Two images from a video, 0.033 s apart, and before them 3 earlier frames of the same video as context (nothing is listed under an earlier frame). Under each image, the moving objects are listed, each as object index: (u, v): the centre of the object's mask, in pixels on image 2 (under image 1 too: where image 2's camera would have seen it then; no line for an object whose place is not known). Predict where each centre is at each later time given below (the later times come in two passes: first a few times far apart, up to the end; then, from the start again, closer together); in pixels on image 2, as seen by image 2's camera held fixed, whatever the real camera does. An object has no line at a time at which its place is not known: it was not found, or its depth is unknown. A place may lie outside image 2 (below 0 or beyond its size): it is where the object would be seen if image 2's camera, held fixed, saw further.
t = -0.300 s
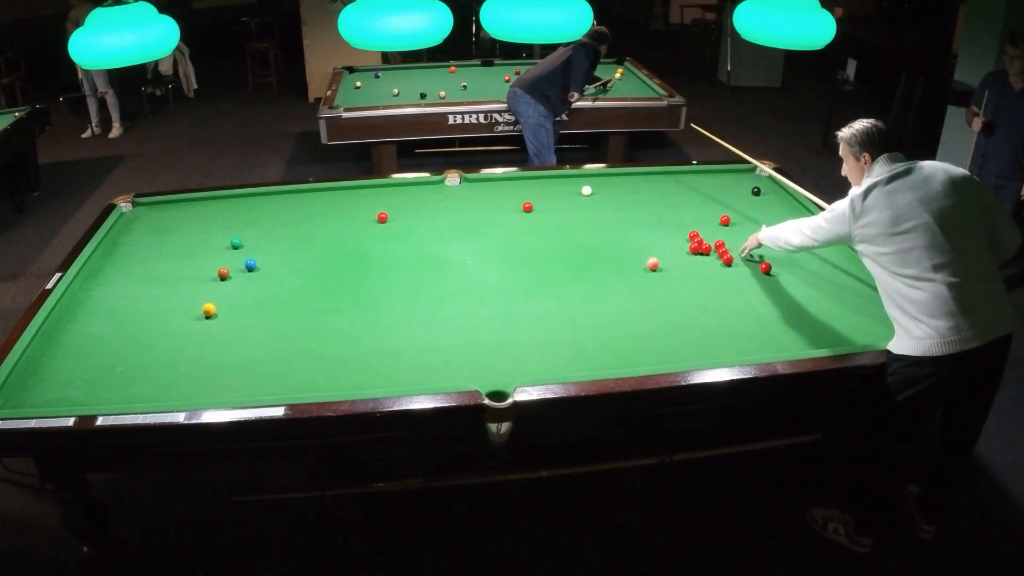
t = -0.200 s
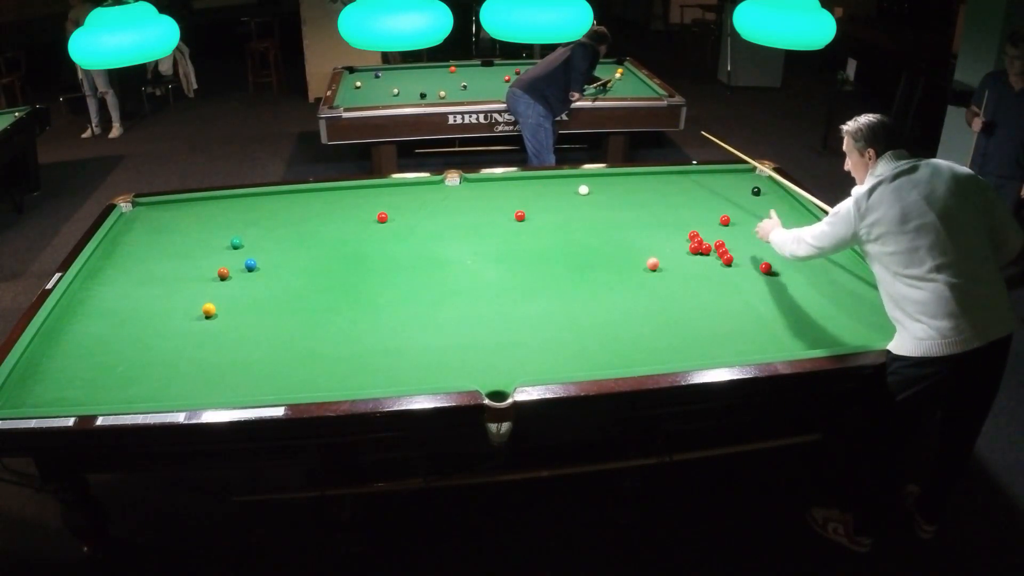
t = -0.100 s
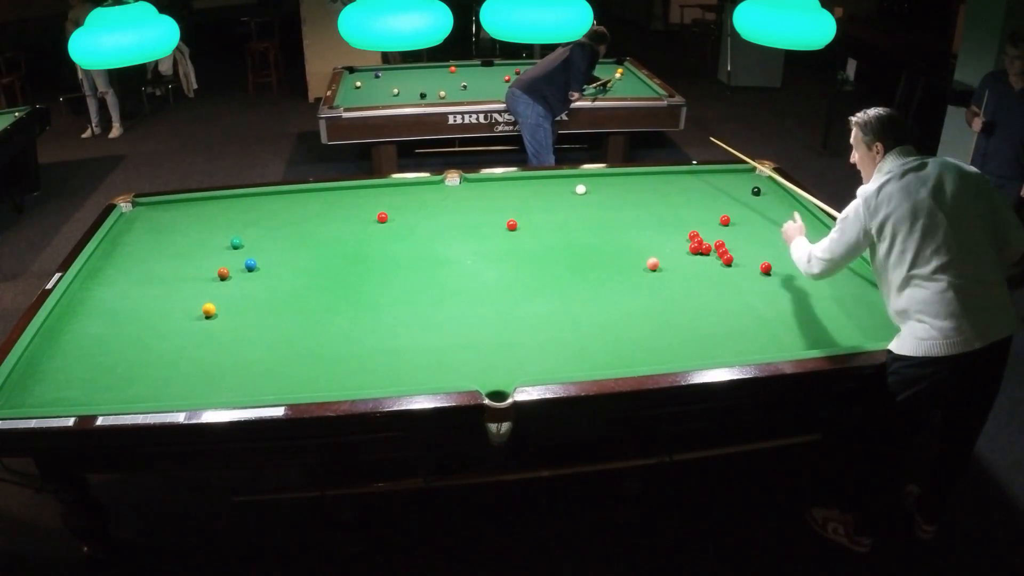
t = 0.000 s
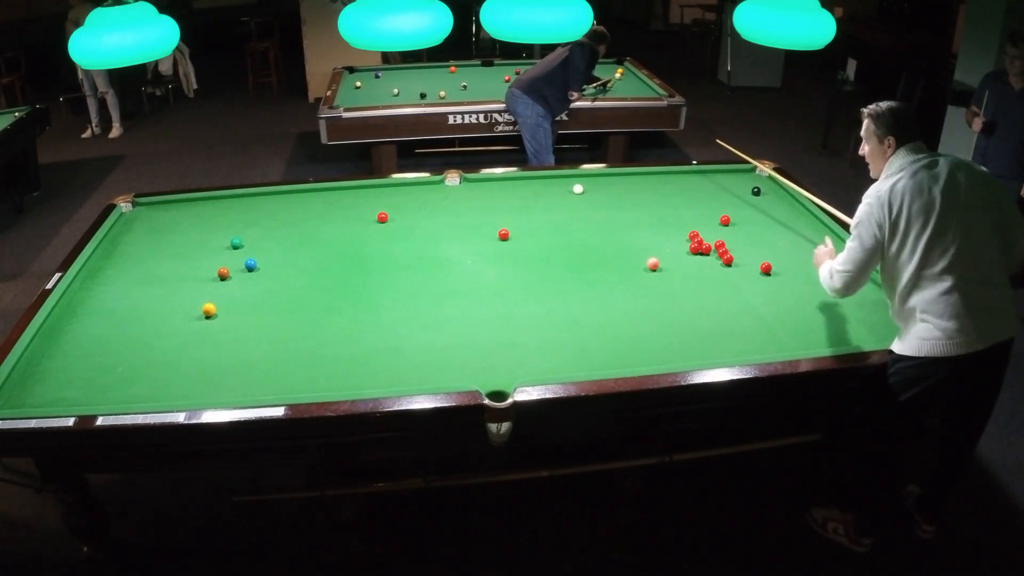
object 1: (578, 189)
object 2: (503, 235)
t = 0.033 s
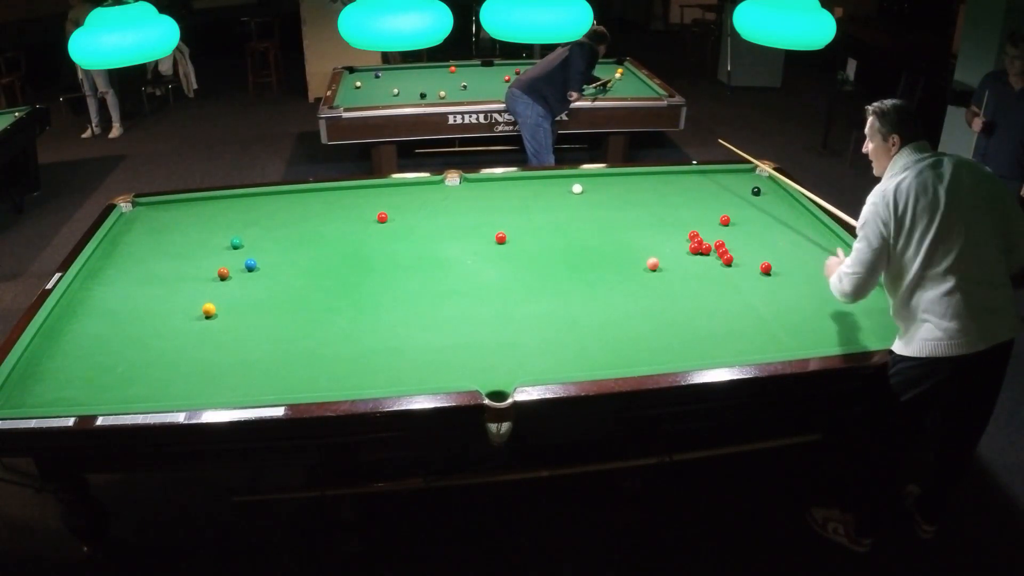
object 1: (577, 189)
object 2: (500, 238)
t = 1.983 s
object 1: (559, 185)
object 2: (327, 322)
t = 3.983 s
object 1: (559, 185)
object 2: (278, 233)
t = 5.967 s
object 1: (559, 185)
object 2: (268, 201)
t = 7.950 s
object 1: (559, 185)
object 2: (268, 197)
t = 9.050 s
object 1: (559, 185)
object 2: (268, 197)
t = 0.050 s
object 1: (577, 189)
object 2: (499, 240)
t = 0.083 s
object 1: (576, 189)
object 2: (496, 243)
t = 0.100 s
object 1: (575, 189)
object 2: (495, 245)
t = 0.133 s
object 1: (575, 188)
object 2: (492, 248)
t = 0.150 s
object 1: (574, 188)
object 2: (490, 250)
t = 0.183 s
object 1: (573, 188)
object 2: (487, 254)
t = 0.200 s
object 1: (573, 188)
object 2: (486, 255)
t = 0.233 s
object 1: (572, 188)
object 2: (482, 259)
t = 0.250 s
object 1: (572, 188)
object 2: (481, 261)
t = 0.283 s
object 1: (571, 188)
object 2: (477, 264)
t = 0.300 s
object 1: (571, 188)
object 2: (476, 266)
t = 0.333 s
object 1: (570, 188)
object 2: (473, 270)
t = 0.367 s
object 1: (570, 187)
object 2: (469, 274)
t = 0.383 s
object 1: (569, 187)
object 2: (468, 276)
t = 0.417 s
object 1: (569, 187)
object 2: (465, 280)
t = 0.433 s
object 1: (568, 187)
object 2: (463, 282)
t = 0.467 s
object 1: (568, 187)
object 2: (459, 286)
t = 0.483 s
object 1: (567, 187)
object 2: (458, 288)
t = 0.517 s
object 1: (567, 187)
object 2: (454, 292)
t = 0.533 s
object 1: (566, 187)
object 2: (452, 294)
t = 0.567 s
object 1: (566, 187)
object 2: (449, 298)
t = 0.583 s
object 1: (566, 187)
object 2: (447, 300)
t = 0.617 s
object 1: (565, 187)
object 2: (443, 305)
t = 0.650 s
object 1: (565, 187)
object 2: (440, 309)
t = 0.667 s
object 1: (565, 186)
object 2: (438, 311)
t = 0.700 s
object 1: (564, 186)
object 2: (434, 315)
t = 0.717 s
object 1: (564, 186)
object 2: (432, 318)
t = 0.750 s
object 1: (563, 186)
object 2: (428, 322)
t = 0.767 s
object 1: (563, 186)
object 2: (426, 324)
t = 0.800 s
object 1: (563, 186)
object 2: (423, 329)
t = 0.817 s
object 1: (563, 186)
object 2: (421, 331)
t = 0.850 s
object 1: (562, 186)
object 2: (417, 336)
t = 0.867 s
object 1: (562, 186)
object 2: (415, 339)
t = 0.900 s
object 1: (562, 186)
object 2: (411, 343)
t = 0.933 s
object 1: (561, 186)
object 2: (406, 348)
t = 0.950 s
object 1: (561, 186)
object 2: (404, 350)
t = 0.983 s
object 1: (561, 186)
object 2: (400, 355)
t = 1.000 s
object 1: (561, 186)
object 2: (398, 358)
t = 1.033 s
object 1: (560, 186)
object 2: (393, 363)
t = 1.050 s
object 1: (560, 186)
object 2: (391, 365)
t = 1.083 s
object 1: (560, 185)
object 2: (387, 371)
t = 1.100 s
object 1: (560, 185)
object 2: (385, 373)
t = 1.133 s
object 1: (560, 185)
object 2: (380, 378)
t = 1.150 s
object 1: (560, 185)
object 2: (378, 381)
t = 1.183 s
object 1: (559, 185)
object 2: (373, 384)
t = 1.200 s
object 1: (559, 185)
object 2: (371, 386)
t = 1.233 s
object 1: (559, 185)
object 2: (368, 384)
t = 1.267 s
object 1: (559, 185)
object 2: (366, 382)
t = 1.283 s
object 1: (559, 185)
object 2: (365, 381)
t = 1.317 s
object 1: (559, 185)
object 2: (363, 378)
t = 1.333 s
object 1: (559, 185)
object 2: (362, 376)
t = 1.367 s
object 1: (559, 185)
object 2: (360, 373)
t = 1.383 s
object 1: (559, 185)
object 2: (359, 371)
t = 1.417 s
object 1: (559, 185)
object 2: (357, 368)
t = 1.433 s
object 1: (559, 185)
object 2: (356, 367)
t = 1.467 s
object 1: (559, 185)
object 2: (354, 363)
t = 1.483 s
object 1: (559, 185)
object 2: (353, 362)
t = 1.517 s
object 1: (559, 185)
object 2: (351, 359)
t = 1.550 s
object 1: (559, 185)
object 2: (349, 356)
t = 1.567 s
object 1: (559, 185)
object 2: (348, 354)
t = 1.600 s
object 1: (559, 185)
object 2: (346, 352)
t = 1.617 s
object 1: (559, 185)
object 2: (345, 350)
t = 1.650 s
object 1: (559, 185)
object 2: (343, 348)
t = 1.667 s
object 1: (559, 185)
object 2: (342, 346)
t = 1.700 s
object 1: (559, 185)
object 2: (341, 343)
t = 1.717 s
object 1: (559, 185)
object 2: (340, 342)
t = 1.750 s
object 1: (559, 185)
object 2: (338, 339)
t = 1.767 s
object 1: (559, 185)
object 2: (337, 338)
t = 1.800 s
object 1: (559, 185)
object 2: (336, 335)
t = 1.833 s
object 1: (559, 185)
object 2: (334, 333)
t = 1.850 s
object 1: (559, 185)
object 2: (333, 332)
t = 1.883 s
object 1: (559, 185)
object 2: (332, 329)
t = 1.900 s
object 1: (559, 185)
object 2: (331, 328)
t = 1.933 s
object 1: (559, 185)
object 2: (330, 326)
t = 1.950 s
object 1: (559, 185)
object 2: (329, 325)
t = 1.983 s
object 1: (559, 185)
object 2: (327, 322)
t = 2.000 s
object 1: (559, 185)
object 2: (327, 321)
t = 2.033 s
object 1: (559, 185)
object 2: (325, 319)
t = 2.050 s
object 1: (559, 185)
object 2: (325, 317)
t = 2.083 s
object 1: (559, 185)
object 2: (323, 315)
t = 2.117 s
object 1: (559, 185)
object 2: (322, 313)
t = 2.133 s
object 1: (559, 185)
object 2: (321, 312)
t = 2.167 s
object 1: (559, 185)
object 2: (320, 310)
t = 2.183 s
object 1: (559, 185)
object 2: (319, 309)
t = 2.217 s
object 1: (559, 185)
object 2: (318, 307)
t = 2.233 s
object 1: (559, 185)
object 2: (317, 306)
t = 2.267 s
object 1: (559, 185)
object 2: (316, 304)
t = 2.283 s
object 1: (559, 185)
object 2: (315, 303)
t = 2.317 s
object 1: (559, 185)
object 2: (314, 301)
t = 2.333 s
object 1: (559, 185)
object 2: (314, 300)
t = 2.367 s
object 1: (559, 185)
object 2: (312, 298)
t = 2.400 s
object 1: (559, 185)
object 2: (311, 296)
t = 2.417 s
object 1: (559, 185)
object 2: (311, 295)
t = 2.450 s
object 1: (559, 185)
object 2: (310, 293)
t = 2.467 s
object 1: (559, 185)
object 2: (309, 292)
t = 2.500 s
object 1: (559, 185)
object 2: (308, 290)
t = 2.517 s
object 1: (559, 185)
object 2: (307, 290)
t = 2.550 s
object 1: (559, 185)
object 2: (306, 288)
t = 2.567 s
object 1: (559, 185)
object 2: (306, 287)
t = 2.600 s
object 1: (559, 185)
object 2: (305, 285)
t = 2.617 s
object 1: (559, 185)
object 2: (305, 284)
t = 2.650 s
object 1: (559, 185)
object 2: (304, 283)
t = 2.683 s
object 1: (559, 185)
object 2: (303, 281)
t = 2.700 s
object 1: (559, 185)
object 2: (302, 280)
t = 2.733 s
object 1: (559, 185)
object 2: (301, 279)
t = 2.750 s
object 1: (559, 185)
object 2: (301, 278)
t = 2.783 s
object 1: (559, 185)
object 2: (300, 276)
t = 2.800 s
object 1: (559, 185)
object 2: (300, 275)
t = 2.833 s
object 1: (559, 185)
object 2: (299, 274)
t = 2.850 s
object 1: (559, 185)
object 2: (298, 273)
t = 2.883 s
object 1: (559, 185)
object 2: (297, 272)
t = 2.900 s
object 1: (559, 185)
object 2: (297, 271)
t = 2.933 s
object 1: (559, 185)
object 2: (296, 269)
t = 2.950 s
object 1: (559, 185)
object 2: (296, 269)
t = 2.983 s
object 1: (559, 185)
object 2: (295, 267)
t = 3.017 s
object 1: (559, 185)
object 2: (294, 266)
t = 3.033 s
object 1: (559, 185)
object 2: (294, 265)
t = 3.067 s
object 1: (559, 185)
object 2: (293, 263)
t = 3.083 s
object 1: (559, 185)
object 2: (293, 263)
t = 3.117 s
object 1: (559, 185)
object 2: (292, 262)
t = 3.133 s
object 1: (559, 185)
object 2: (292, 261)
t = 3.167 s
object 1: (559, 185)
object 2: (291, 260)
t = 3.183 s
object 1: (559, 185)
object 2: (291, 259)
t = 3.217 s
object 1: (559, 185)
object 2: (291, 257)
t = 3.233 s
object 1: (559, 185)
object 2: (290, 257)
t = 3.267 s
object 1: (559, 185)
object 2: (289, 256)
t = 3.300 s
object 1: (559, 185)
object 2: (289, 254)
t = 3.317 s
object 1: (559, 185)
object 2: (288, 254)
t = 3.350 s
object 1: (559, 185)
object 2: (288, 253)
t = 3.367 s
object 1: (559, 185)
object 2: (288, 252)
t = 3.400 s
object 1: (559, 185)
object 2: (287, 251)
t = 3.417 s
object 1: (559, 185)
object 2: (287, 250)
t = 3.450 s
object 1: (559, 185)
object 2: (286, 249)
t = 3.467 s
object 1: (559, 185)
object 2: (286, 249)
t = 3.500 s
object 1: (559, 185)
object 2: (285, 247)
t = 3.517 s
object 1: (559, 185)
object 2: (285, 247)
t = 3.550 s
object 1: (559, 185)
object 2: (285, 246)
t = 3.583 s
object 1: (559, 185)
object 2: (284, 245)
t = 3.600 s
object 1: (559, 185)
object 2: (284, 244)
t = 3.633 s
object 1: (559, 185)
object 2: (283, 243)
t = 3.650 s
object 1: (559, 185)
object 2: (283, 243)
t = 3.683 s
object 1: (559, 185)
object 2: (282, 242)
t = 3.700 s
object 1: (559, 185)
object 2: (282, 241)
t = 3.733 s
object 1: (559, 185)
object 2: (282, 240)
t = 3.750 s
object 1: (559, 185)
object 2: (281, 240)
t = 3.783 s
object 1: (559, 185)
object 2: (281, 239)
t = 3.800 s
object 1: (559, 185)
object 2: (281, 238)
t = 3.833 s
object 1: (559, 185)
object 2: (280, 237)
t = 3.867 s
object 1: (559, 185)
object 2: (280, 236)
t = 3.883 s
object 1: (559, 185)
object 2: (280, 236)
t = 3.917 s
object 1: (559, 185)
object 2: (279, 235)
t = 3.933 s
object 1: (559, 185)
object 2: (279, 234)
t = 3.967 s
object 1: (559, 185)
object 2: (279, 233)
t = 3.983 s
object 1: (559, 185)
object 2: (278, 233)
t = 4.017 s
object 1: (559, 185)
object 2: (278, 232)
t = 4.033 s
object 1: (559, 185)
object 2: (278, 232)
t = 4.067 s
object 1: (559, 185)
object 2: (277, 231)
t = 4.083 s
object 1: (559, 185)
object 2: (277, 230)
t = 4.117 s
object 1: (559, 185)
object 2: (277, 230)
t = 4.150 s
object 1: (559, 185)
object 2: (276, 229)
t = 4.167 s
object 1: (559, 185)
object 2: (276, 228)
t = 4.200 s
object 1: (559, 185)
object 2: (276, 228)
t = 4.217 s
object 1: (559, 185)
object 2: (276, 227)
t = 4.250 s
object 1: (559, 185)
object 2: (275, 226)
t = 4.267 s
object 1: (559, 185)
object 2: (275, 226)
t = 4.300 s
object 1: (559, 185)
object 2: (275, 225)
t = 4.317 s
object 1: (559, 185)
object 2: (275, 225)
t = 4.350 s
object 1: (559, 185)
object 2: (274, 224)
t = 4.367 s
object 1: (559, 185)
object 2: (274, 224)
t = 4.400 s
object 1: (559, 185)
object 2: (274, 223)
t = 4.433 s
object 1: (559, 185)
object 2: (274, 222)
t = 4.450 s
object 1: (559, 185)
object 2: (274, 222)
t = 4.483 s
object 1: (559, 185)
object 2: (273, 221)
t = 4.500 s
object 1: (559, 185)
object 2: (273, 221)
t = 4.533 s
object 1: (559, 185)
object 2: (273, 220)
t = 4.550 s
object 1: (559, 185)
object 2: (273, 220)
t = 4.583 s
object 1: (559, 185)
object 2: (273, 219)
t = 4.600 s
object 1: (559, 185)
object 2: (272, 219)
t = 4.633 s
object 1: (559, 185)
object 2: (272, 218)
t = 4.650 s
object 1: (559, 185)
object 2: (272, 218)
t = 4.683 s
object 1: (559, 185)
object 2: (272, 217)
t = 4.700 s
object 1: (559, 185)
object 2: (272, 217)
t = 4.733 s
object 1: (559, 185)
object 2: (271, 216)
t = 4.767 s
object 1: (559, 185)
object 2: (271, 216)
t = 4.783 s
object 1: (559, 185)
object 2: (271, 216)
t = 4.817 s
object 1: (559, 185)
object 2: (271, 215)
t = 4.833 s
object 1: (559, 185)
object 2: (271, 215)
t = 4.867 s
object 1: (559, 185)
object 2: (271, 214)
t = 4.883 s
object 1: (559, 185)
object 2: (271, 214)
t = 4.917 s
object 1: (559, 185)
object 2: (270, 213)
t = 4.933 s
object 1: (559, 185)
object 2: (270, 213)
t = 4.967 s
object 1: (559, 185)
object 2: (270, 212)
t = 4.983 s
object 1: (559, 185)
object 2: (270, 212)
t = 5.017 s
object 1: (559, 185)
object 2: (270, 212)
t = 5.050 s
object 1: (559, 185)
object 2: (270, 211)
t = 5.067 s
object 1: (559, 185)
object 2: (270, 211)
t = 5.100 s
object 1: (559, 185)
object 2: (270, 211)
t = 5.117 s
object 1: (559, 185)
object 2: (270, 210)
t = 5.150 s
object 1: (559, 185)
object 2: (269, 210)
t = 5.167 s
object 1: (559, 185)
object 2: (269, 210)
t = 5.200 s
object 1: (559, 185)
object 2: (269, 209)
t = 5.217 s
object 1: (559, 185)
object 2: (269, 209)
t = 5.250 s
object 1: (559, 185)
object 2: (269, 209)
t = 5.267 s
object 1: (559, 185)
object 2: (269, 208)
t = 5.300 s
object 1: (559, 185)
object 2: (269, 208)
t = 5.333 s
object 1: (559, 185)
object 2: (269, 207)
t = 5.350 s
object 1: (559, 185)
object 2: (269, 207)
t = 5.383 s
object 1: (559, 185)
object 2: (269, 207)
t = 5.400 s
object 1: (559, 185)
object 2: (269, 207)
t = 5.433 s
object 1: (559, 185)
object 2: (268, 206)
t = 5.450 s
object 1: (559, 185)
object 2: (268, 206)
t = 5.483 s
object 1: (559, 185)
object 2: (268, 206)
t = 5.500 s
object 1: (559, 185)
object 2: (268, 206)
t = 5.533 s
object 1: (559, 185)
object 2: (268, 205)
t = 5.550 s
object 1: (559, 185)
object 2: (268, 205)
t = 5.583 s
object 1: (559, 185)
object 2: (268, 205)
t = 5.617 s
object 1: (559, 185)
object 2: (268, 204)
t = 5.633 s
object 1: (559, 185)
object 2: (268, 204)
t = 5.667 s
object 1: (559, 185)
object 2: (268, 204)
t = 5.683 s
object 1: (559, 185)
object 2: (268, 204)
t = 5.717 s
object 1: (559, 185)
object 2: (268, 203)
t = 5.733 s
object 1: (559, 185)
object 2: (268, 203)
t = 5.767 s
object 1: (559, 185)
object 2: (268, 203)
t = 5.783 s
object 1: (559, 185)
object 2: (268, 203)
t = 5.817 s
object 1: (559, 185)
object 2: (268, 203)
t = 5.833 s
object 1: (559, 185)
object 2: (268, 202)
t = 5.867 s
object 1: (559, 185)
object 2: (268, 202)
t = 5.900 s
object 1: (559, 185)
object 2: (268, 202)
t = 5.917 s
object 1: (559, 185)
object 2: (268, 202)
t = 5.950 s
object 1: (559, 185)
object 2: (268, 201)
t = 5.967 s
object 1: (559, 185)
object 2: (268, 201)
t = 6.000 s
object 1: (559, 185)
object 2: (268, 201)
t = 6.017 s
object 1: (559, 185)
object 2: (268, 201)
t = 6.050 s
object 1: (559, 185)
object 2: (268, 201)
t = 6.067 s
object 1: (559, 185)
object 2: (268, 201)
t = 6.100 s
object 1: (559, 185)
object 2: (268, 200)
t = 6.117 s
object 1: (559, 185)
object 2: (268, 200)
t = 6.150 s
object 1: (559, 185)
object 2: (268, 200)
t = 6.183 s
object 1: (559, 185)
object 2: (268, 200)
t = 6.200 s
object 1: (559, 185)
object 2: (268, 200)
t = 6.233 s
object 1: (559, 185)
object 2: (268, 200)
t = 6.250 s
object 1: (559, 185)
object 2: (268, 200)
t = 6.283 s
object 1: (559, 185)
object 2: (268, 199)
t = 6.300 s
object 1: (559, 185)
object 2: (268, 199)
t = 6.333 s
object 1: (559, 185)
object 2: (268, 199)
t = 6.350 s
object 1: (559, 185)
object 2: (268, 199)
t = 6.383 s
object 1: (559, 185)
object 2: (268, 199)
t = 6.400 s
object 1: (559, 185)
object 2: (268, 199)
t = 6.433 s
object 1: (559, 185)
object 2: (268, 199)
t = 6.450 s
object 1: (559, 185)
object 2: (268, 199)
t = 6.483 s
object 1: (559, 185)
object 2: (268, 198)
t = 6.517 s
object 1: (559, 185)
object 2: (268, 198)
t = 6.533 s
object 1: (559, 185)
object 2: (268, 198)
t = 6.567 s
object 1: (559, 185)
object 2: (268, 198)
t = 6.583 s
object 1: (559, 185)
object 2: (268, 198)
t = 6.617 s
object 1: (559, 185)
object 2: (268, 198)
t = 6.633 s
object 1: (559, 185)
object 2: (268, 198)
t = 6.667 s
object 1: (559, 185)
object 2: (268, 198)
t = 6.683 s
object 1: (559, 185)
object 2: (268, 198)
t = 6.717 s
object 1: (559, 185)
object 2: (268, 198)
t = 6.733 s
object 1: (559, 185)
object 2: (268, 198)
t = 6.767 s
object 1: (559, 185)
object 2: (268, 198)
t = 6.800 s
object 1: (559, 185)
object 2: (268, 198)
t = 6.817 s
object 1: (559, 185)
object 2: (268, 198)
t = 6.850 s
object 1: (559, 185)
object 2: (268, 198)
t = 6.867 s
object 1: (559, 185)
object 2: (268, 198)
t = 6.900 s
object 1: (559, 185)
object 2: (268, 197)
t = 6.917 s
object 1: (559, 185)
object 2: (268, 197)
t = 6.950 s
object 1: (559, 185)
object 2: (268, 198)
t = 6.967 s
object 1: (559, 185)
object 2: (268, 197)
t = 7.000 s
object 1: (559, 185)
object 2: (268, 197)
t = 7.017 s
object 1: (559, 185)
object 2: (268, 197)
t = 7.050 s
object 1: (559, 185)
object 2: (268, 197)
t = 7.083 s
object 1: (559, 185)
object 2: (268, 197)
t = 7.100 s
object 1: (559, 185)
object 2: (268, 197)
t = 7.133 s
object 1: (559, 185)
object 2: (268, 197)
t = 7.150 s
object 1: (559, 185)
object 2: (268, 197)
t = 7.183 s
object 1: (559, 185)
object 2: (268, 197)
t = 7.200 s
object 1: (559, 185)
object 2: (268, 197)
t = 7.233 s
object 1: (559, 185)
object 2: (268, 197)
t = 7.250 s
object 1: (559, 185)
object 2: (268, 197)
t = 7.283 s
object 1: (559, 185)
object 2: (268, 197)
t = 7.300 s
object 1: (559, 185)
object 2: (268, 197)
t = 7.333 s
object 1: (559, 185)
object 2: (268, 197)
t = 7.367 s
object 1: (559, 185)
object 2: (268, 197)
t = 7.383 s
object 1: (559, 185)
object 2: (268, 197)
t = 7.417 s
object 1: (559, 185)
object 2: (268, 197)
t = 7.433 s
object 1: (559, 185)
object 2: (268, 197)
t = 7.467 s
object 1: (559, 185)
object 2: (268, 197)
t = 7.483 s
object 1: (559, 185)
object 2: (268, 197)
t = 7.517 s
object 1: (559, 185)
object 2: (268, 197)
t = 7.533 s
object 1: (559, 185)
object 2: (268, 197)
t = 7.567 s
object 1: (559, 185)
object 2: (268, 197)
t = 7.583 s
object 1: (559, 185)
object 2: (268, 197)
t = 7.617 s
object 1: (559, 185)
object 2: (268, 197)
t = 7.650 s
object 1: (559, 185)
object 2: (268, 197)
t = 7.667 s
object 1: (559, 185)
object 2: (268, 197)
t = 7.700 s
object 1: (559, 185)
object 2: (268, 197)
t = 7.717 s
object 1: (559, 185)
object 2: (268, 197)
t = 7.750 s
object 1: (559, 185)
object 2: (268, 197)
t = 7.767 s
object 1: (559, 185)
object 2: (268, 197)
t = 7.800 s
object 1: (559, 185)
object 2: (268, 197)
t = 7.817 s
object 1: (559, 185)
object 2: (268, 197)
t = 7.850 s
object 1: (559, 185)
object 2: (268, 197)
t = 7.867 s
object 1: (559, 185)
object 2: (268, 197)
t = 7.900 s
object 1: (559, 185)
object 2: (268, 197)
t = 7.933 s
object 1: (559, 185)
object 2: (268, 197)
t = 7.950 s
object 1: (559, 185)
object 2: (268, 197)
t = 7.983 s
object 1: (559, 185)
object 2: (268, 197)
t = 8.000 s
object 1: (559, 185)
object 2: (268, 197)
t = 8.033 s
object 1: (559, 185)
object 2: (268, 197)
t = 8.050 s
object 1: (559, 185)
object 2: (268, 197)
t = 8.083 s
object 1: (559, 185)
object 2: (268, 197)
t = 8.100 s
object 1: (559, 185)
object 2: (268, 197)
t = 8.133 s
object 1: (559, 185)
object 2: (268, 197)
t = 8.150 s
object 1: (559, 185)
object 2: (268, 197)
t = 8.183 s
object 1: (559, 185)
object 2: (268, 197)
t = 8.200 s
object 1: (559, 185)
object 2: (268, 197)
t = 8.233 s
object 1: (559, 185)
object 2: (268, 197)
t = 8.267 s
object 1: (559, 185)
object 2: (268, 197)
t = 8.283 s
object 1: (559, 185)
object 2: (268, 197)
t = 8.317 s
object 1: (559, 185)
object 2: (268, 197)
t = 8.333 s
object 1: (559, 185)
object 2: (268, 197)
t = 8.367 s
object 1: (559, 185)
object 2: (268, 197)
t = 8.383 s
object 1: (559, 185)
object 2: (268, 197)
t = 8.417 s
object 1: (559, 185)
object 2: (268, 197)
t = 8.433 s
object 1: (559, 185)
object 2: (268, 197)
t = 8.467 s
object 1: (559, 185)
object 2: (268, 197)
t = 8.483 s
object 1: (559, 185)
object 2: (268, 197)
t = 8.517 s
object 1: (559, 185)
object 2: (268, 197)
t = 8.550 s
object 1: (559, 185)
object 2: (268, 197)
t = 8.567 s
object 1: (559, 185)
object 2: (268, 197)
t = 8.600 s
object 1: (559, 185)
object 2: (268, 197)
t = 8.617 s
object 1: (559, 185)
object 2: (268, 197)
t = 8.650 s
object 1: (559, 185)
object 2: (268, 197)
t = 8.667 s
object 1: (559, 185)
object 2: (268, 197)
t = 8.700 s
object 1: (559, 185)
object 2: (268, 197)
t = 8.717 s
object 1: (559, 185)
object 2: (268, 197)
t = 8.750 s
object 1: (559, 185)
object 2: (268, 197)
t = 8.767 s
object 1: (559, 185)
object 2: (268, 197)
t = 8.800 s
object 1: (559, 185)
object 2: (268, 197)
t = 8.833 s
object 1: (559, 185)
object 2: (268, 197)
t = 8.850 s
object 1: (559, 185)
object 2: (268, 197)
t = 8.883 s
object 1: (559, 185)
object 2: (268, 197)
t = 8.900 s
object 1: (559, 185)
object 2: (268, 197)
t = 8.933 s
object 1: (559, 185)
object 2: (268, 197)
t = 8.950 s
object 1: (559, 185)
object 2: (268, 197)
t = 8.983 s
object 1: (559, 185)
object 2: (268, 197)
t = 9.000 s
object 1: (559, 185)
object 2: (268, 197)
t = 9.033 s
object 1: (559, 185)
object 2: (268, 197)
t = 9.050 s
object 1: (559, 185)
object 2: (268, 197)
